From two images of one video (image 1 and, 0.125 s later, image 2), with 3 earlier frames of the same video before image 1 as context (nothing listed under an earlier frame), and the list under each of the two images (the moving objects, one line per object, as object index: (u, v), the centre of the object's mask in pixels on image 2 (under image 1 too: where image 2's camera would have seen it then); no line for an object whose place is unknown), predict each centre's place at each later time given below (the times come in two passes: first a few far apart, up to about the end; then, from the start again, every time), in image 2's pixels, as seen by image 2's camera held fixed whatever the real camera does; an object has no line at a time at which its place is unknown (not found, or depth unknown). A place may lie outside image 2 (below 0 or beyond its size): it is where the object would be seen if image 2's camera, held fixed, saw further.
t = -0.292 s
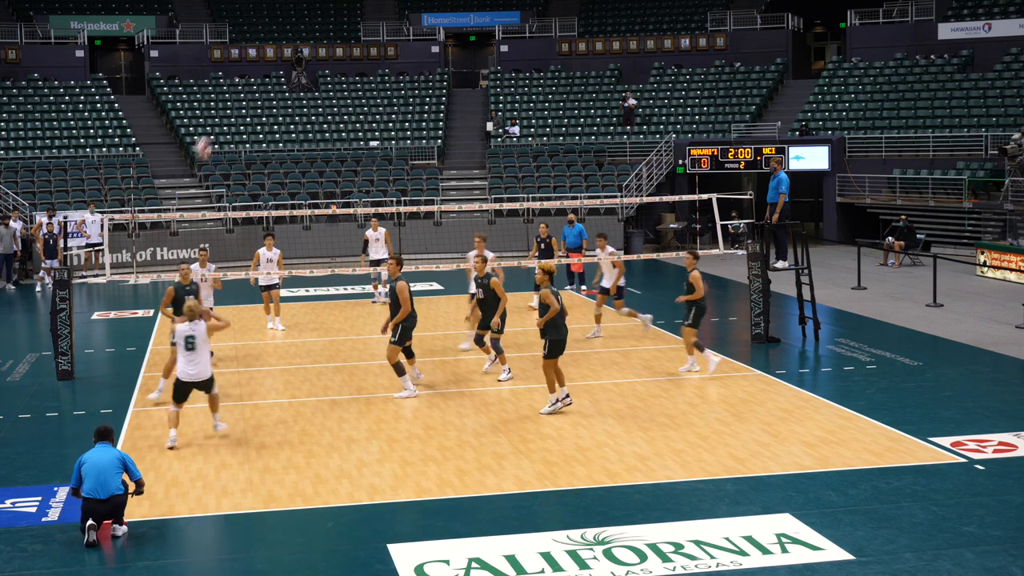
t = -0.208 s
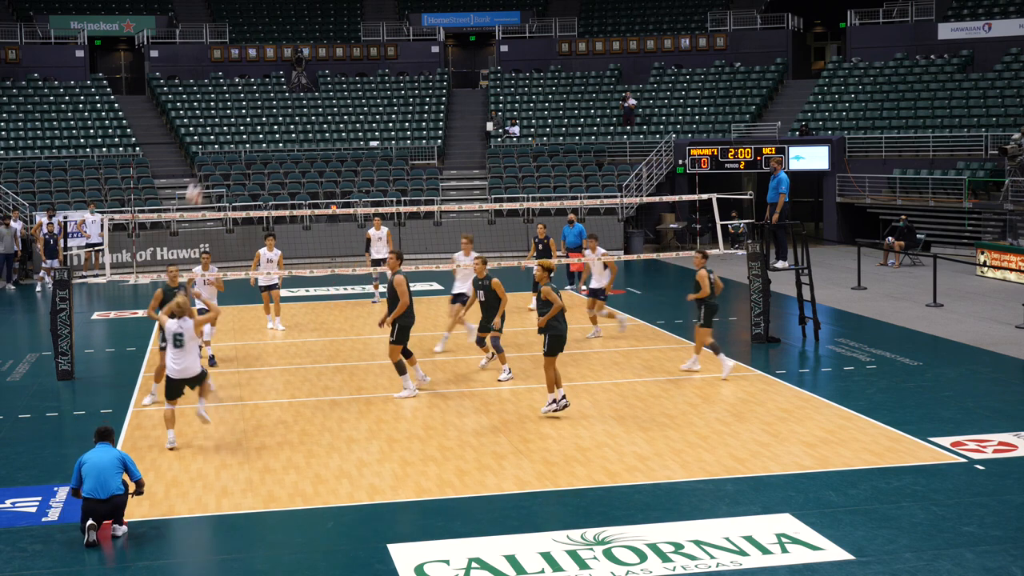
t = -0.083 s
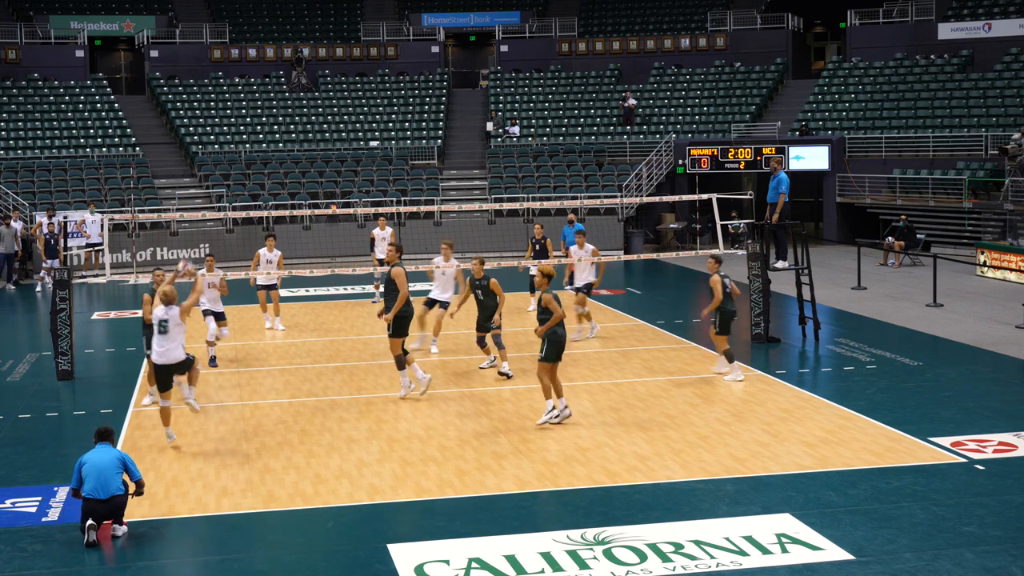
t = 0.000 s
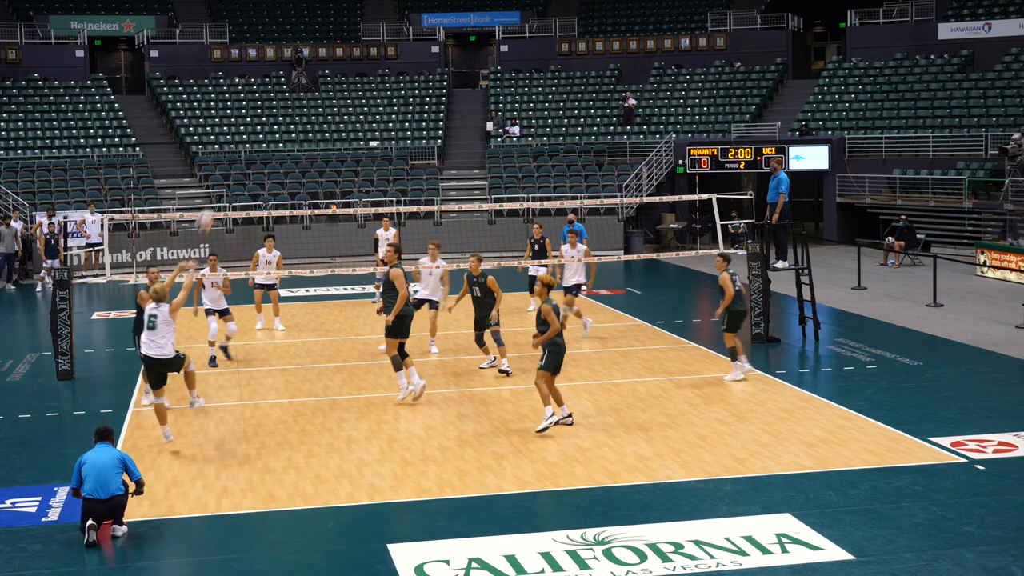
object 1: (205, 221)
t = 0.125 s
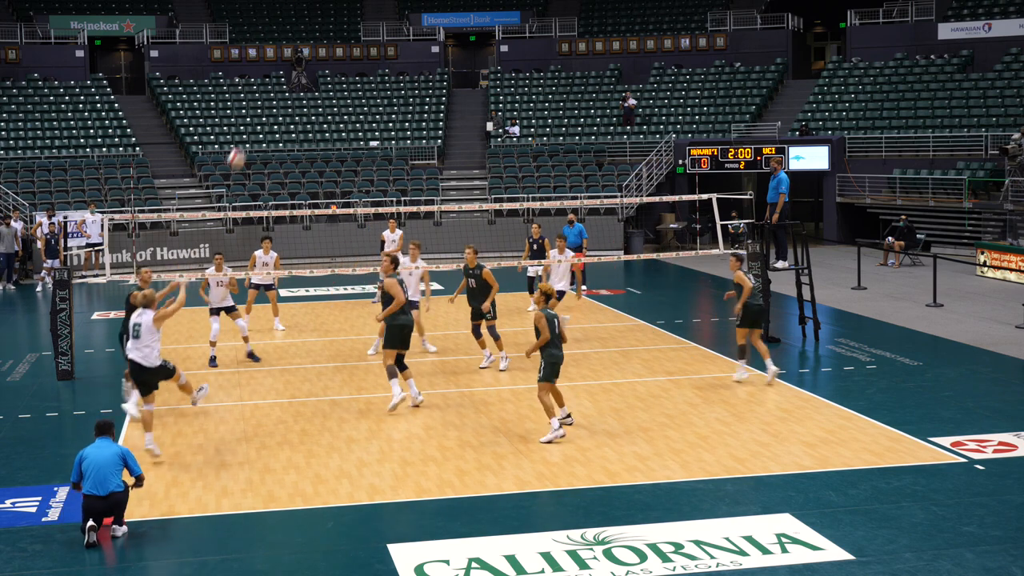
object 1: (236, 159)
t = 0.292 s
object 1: (275, 100)
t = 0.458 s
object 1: (310, 68)
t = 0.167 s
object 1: (247, 141)
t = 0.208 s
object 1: (256, 126)
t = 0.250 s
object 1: (265, 112)
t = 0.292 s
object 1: (275, 100)
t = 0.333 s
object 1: (283, 90)
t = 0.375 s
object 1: (292, 82)
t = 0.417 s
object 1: (301, 74)
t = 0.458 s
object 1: (310, 68)
